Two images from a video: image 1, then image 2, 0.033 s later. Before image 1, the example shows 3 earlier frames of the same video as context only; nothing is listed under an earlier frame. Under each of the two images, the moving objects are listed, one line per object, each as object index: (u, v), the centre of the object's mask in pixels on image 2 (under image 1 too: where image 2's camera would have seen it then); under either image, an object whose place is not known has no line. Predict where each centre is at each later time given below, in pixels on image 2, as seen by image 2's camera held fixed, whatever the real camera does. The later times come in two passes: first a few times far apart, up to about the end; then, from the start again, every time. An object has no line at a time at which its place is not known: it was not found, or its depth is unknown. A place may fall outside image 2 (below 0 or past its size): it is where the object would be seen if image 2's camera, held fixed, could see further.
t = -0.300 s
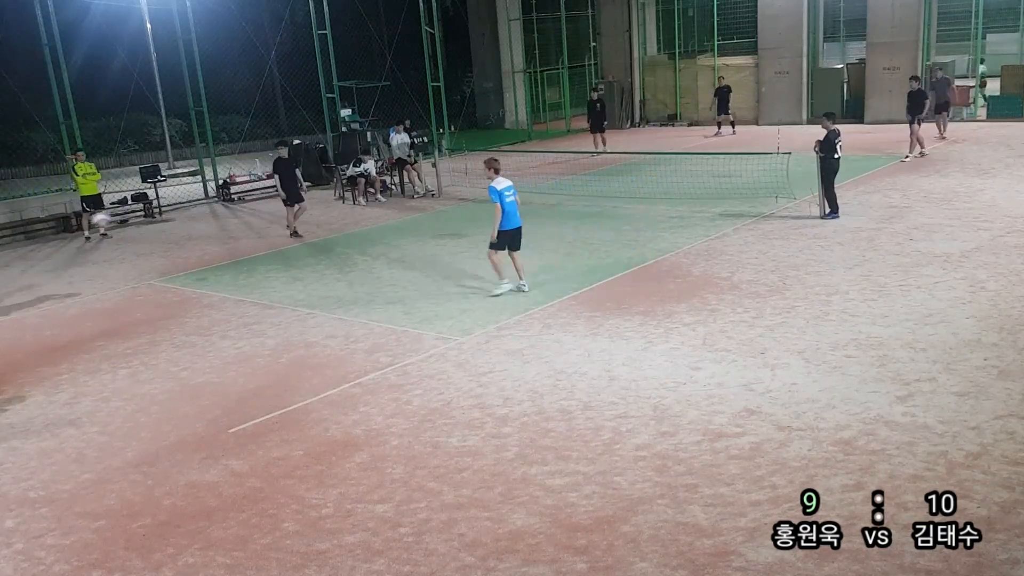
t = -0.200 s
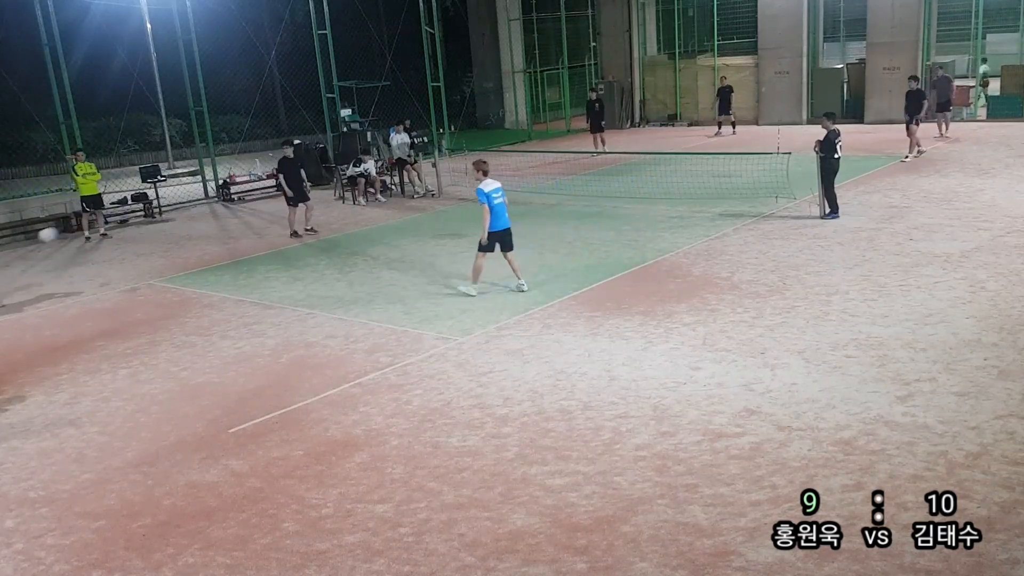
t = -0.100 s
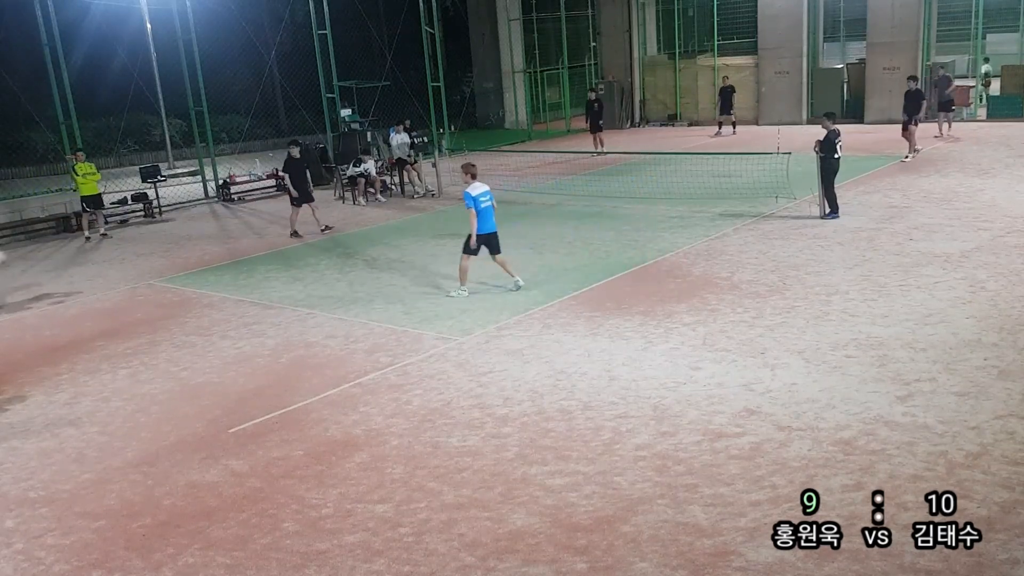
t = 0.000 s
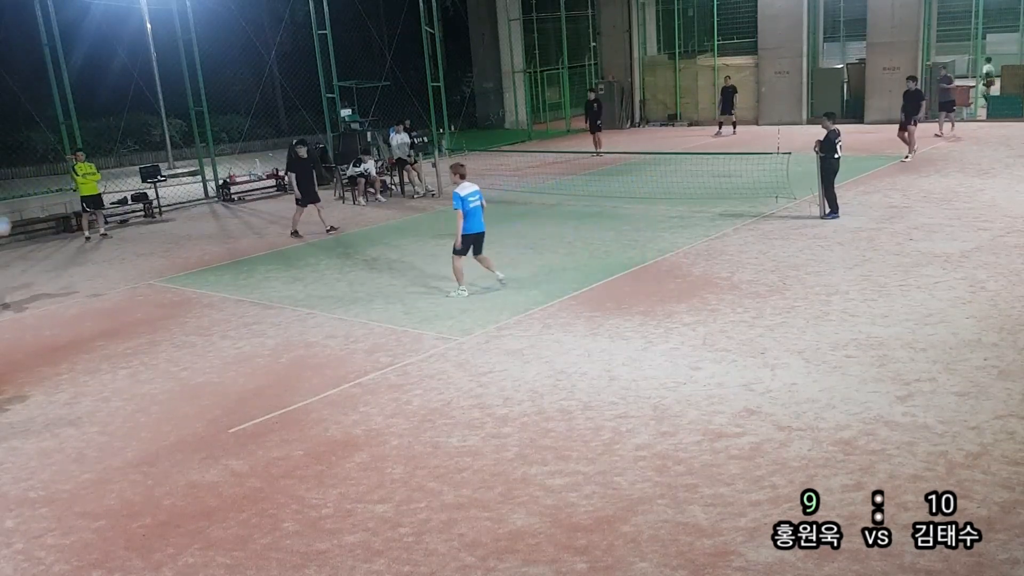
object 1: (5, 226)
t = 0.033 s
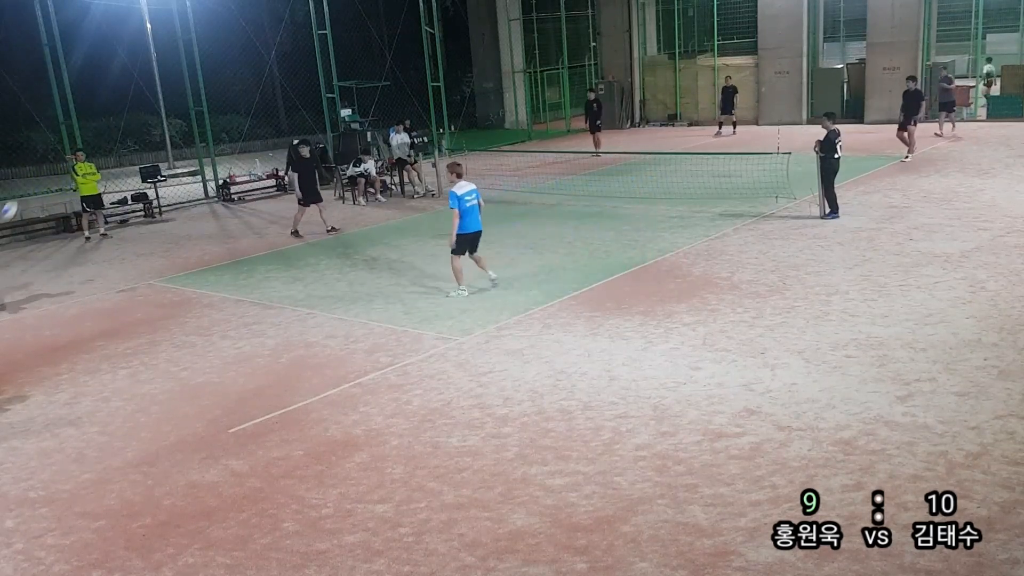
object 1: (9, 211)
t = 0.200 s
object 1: (59, 140)
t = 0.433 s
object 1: (132, 76)
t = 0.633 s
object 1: (197, 54)
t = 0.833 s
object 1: (266, 63)
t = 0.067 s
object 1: (20, 194)
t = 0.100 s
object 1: (30, 179)
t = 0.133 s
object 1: (38, 165)
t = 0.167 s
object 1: (49, 153)
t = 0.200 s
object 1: (59, 140)
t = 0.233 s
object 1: (69, 128)
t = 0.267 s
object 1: (79, 118)
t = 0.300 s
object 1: (89, 108)
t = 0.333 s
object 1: (99, 98)
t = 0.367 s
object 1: (110, 91)
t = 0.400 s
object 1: (121, 83)
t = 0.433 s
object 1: (132, 76)
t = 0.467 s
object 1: (142, 71)
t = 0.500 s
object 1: (153, 66)
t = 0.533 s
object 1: (164, 61)
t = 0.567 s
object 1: (174, 59)
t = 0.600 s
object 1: (186, 57)
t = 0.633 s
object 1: (197, 54)
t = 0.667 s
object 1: (208, 54)
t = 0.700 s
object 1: (220, 54)
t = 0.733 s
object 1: (232, 55)
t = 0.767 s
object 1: (242, 57)
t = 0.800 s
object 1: (254, 60)
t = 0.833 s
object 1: (266, 63)
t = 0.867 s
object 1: (277, 67)
